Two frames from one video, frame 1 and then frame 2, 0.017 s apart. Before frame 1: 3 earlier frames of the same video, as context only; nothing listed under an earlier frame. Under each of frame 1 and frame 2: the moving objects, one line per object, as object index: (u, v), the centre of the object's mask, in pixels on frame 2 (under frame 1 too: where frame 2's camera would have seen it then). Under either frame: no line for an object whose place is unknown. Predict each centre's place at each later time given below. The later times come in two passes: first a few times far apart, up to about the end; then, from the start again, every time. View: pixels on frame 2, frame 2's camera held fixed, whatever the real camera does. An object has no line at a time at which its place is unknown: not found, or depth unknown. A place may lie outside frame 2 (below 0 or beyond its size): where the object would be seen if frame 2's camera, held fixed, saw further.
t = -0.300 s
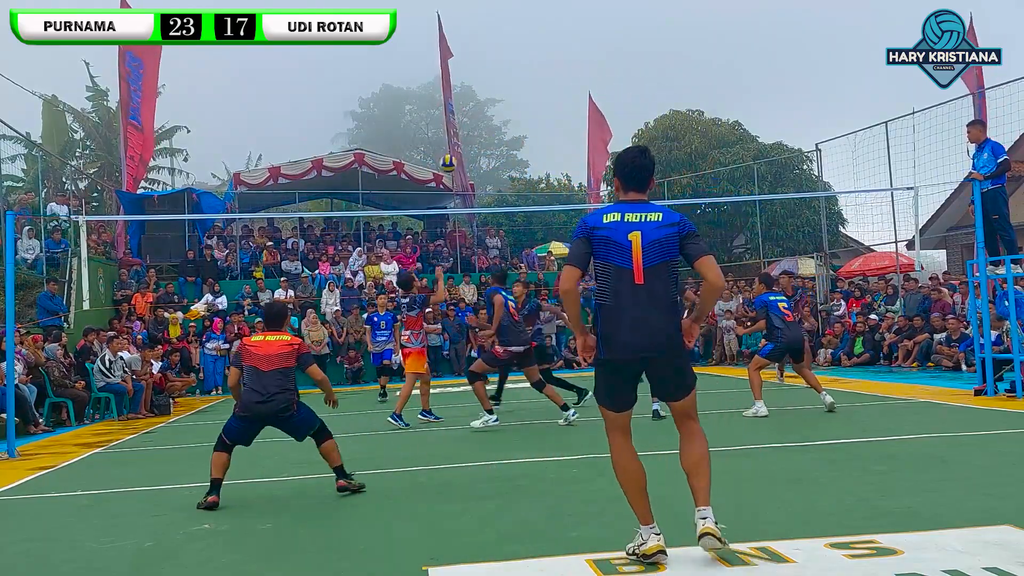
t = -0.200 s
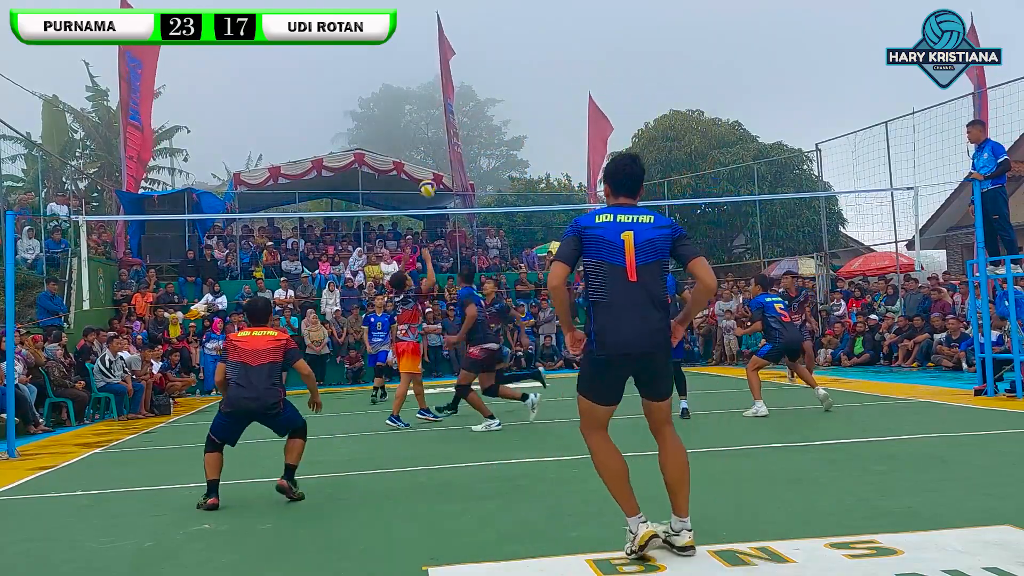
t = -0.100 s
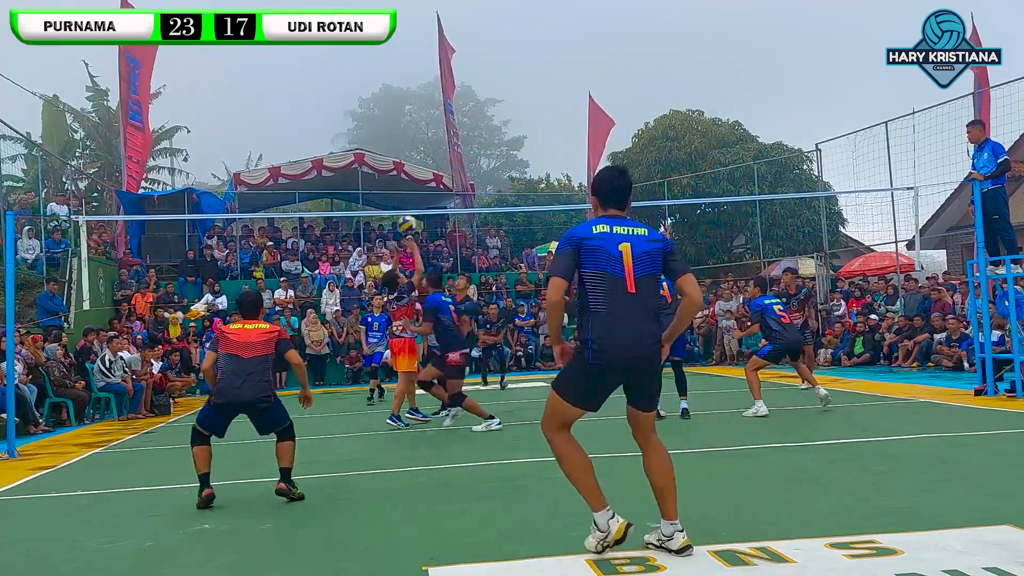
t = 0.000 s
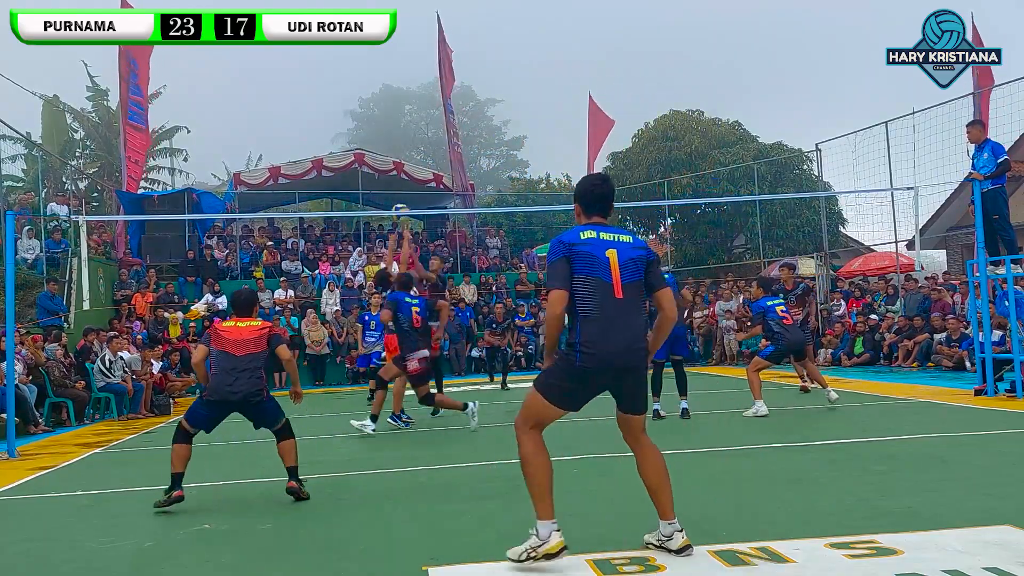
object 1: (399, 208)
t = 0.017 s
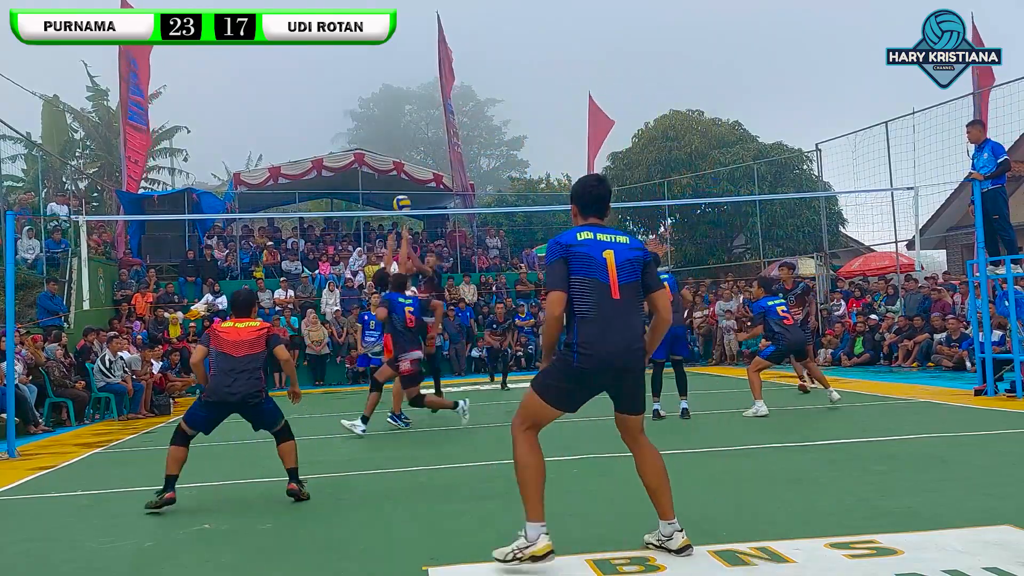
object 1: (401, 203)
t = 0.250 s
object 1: (423, 114)
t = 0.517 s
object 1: (449, 68)
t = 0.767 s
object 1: (476, 79)
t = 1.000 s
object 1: (501, 131)
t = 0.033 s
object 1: (403, 196)
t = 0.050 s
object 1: (404, 188)
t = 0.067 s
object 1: (406, 181)
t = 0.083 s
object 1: (407, 172)
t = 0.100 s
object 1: (408, 166)
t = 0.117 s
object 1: (410, 159)
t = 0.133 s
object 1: (411, 153)
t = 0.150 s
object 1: (413, 147)
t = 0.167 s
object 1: (415, 140)
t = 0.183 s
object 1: (417, 134)
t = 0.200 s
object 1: (418, 129)
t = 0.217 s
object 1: (419, 124)
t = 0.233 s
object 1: (422, 119)
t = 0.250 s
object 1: (423, 114)
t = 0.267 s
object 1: (425, 109)
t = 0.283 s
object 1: (427, 105)
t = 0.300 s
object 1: (429, 101)
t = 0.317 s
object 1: (430, 97)
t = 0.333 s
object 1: (432, 93)
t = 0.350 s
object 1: (434, 90)
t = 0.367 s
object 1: (436, 87)
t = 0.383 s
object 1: (437, 84)
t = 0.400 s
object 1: (439, 81)
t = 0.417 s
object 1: (440, 79)
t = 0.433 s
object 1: (441, 77)
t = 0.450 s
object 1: (443, 74)
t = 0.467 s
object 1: (444, 73)
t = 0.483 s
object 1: (446, 70)
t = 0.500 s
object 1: (448, 69)
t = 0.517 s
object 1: (449, 68)
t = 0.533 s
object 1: (451, 67)
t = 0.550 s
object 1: (453, 67)
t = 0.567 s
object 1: (454, 66)
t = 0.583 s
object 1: (456, 66)
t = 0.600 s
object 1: (458, 66)
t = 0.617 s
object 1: (460, 66)
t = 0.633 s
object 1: (462, 67)
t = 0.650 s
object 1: (464, 68)
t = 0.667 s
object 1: (466, 69)
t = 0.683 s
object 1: (467, 70)
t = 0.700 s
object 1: (469, 72)
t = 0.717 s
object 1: (471, 73)
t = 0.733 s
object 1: (472, 75)
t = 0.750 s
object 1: (474, 77)
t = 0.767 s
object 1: (476, 79)
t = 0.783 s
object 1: (477, 81)
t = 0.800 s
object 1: (479, 84)
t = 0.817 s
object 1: (480, 86)
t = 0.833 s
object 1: (483, 90)
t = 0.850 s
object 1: (484, 93)
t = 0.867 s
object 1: (486, 96)
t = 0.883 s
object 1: (488, 100)
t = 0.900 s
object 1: (490, 104)
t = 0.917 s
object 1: (492, 107)
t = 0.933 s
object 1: (493, 111)
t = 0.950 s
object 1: (495, 117)
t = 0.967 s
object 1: (498, 121)
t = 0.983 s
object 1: (499, 126)
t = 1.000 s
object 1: (501, 131)
